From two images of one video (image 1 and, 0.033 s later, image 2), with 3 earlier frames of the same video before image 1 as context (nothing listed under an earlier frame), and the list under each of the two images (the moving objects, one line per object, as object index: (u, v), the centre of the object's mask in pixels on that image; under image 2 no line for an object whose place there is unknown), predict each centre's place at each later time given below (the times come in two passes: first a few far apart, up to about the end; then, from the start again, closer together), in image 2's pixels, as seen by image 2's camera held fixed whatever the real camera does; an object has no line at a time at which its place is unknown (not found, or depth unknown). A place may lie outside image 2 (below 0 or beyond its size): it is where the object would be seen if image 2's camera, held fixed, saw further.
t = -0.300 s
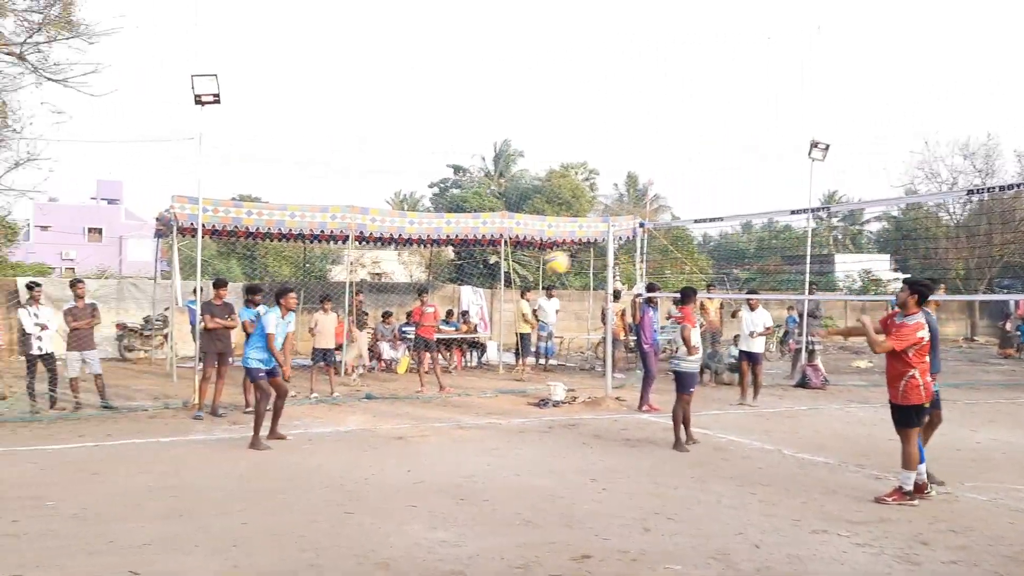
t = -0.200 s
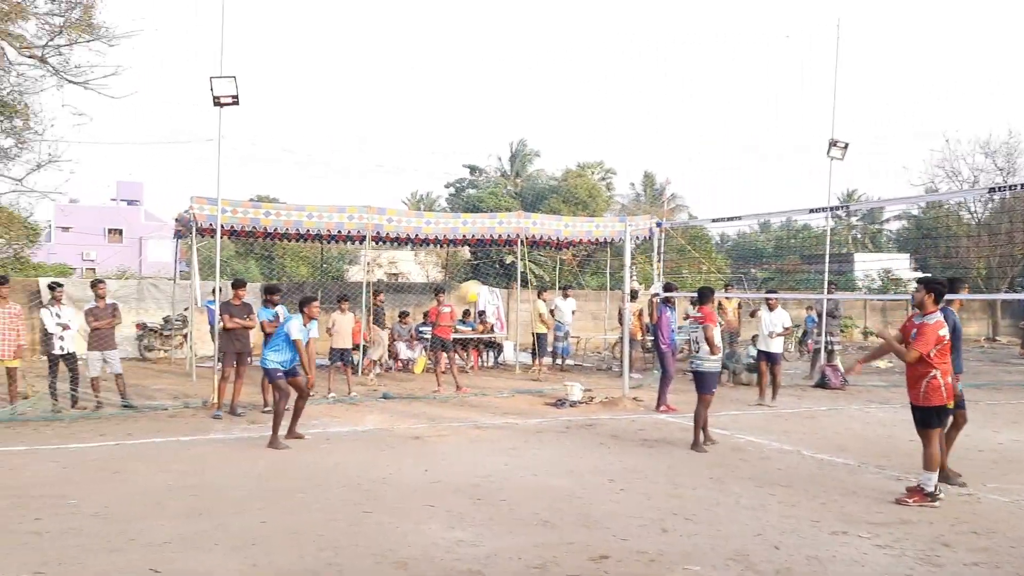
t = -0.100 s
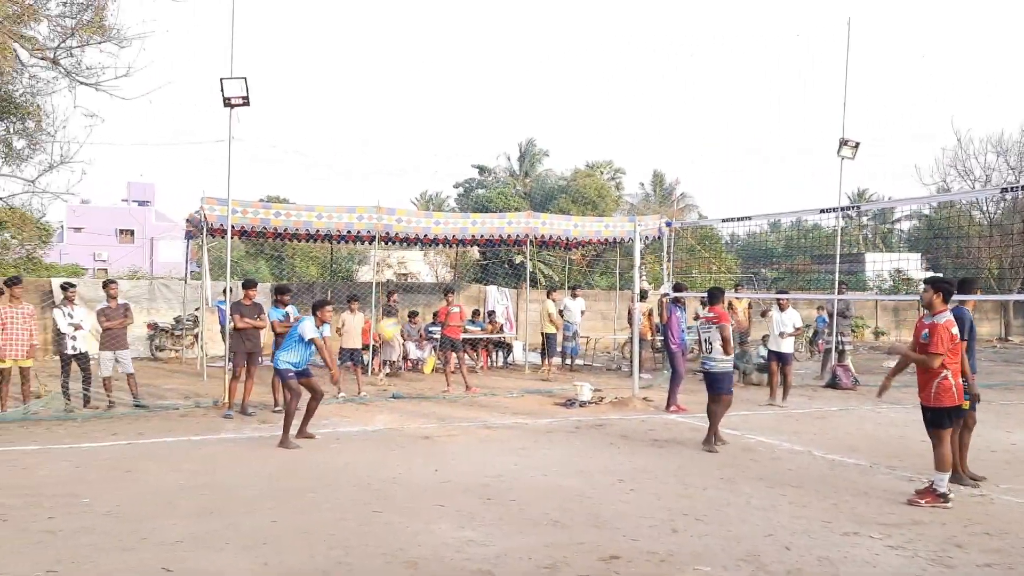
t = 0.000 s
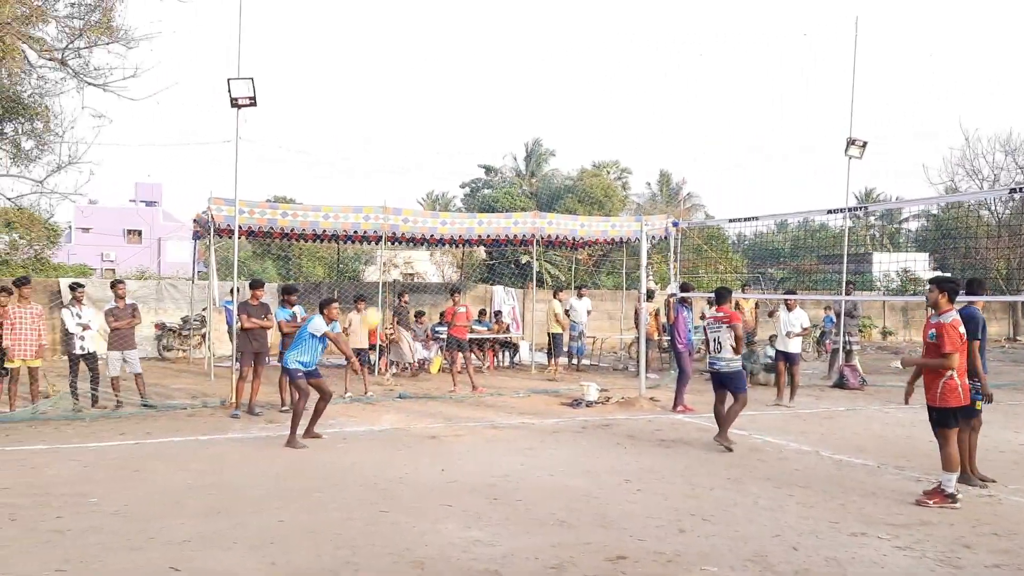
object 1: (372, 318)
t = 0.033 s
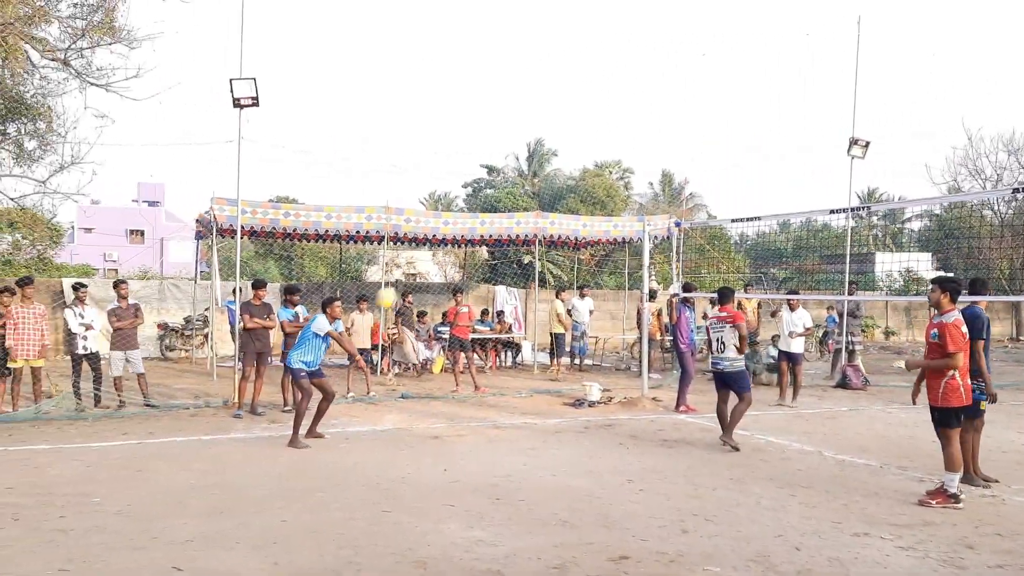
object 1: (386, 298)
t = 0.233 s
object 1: (470, 192)
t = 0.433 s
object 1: (556, 117)
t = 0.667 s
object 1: (667, 74)
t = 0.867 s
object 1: (770, 84)
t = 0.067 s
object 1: (399, 279)
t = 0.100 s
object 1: (414, 262)
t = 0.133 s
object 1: (427, 242)
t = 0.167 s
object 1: (439, 222)
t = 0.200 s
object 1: (456, 207)
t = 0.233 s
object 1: (470, 192)
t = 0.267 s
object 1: (485, 177)
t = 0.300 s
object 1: (496, 164)
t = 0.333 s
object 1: (512, 151)
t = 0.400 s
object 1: (541, 127)
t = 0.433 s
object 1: (556, 117)
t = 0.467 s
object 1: (571, 108)
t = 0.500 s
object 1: (588, 99)
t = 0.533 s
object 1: (603, 92)
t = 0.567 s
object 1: (618, 86)
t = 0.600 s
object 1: (635, 81)
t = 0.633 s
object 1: (650, 78)
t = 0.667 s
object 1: (667, 74)
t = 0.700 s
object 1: (684, 73)
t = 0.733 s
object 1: (700, 73)
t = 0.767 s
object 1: (718, 73)
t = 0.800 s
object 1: (735, 76)
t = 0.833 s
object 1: (752, 79)
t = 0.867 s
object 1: (770, 84)
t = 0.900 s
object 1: (788, 89)
